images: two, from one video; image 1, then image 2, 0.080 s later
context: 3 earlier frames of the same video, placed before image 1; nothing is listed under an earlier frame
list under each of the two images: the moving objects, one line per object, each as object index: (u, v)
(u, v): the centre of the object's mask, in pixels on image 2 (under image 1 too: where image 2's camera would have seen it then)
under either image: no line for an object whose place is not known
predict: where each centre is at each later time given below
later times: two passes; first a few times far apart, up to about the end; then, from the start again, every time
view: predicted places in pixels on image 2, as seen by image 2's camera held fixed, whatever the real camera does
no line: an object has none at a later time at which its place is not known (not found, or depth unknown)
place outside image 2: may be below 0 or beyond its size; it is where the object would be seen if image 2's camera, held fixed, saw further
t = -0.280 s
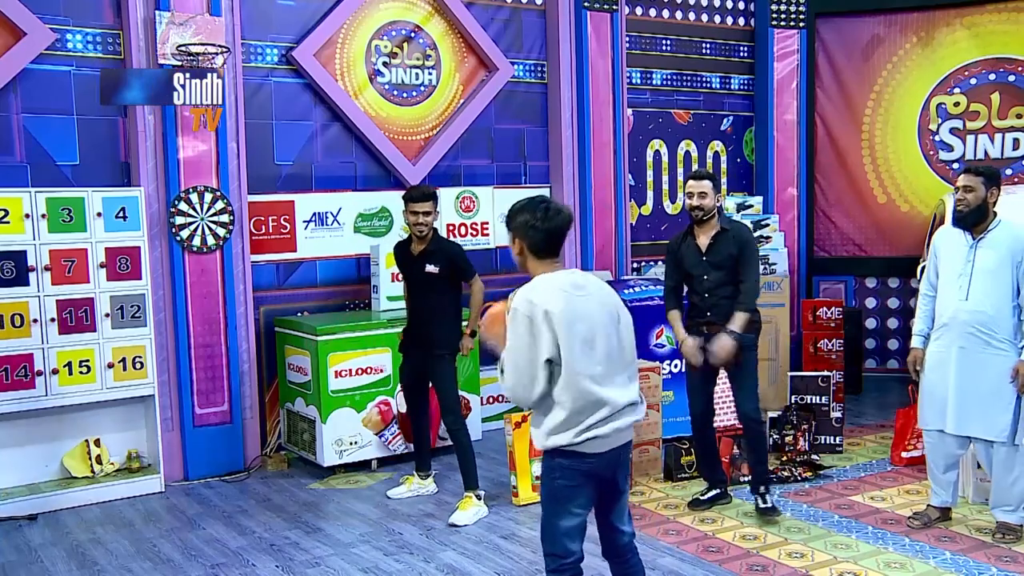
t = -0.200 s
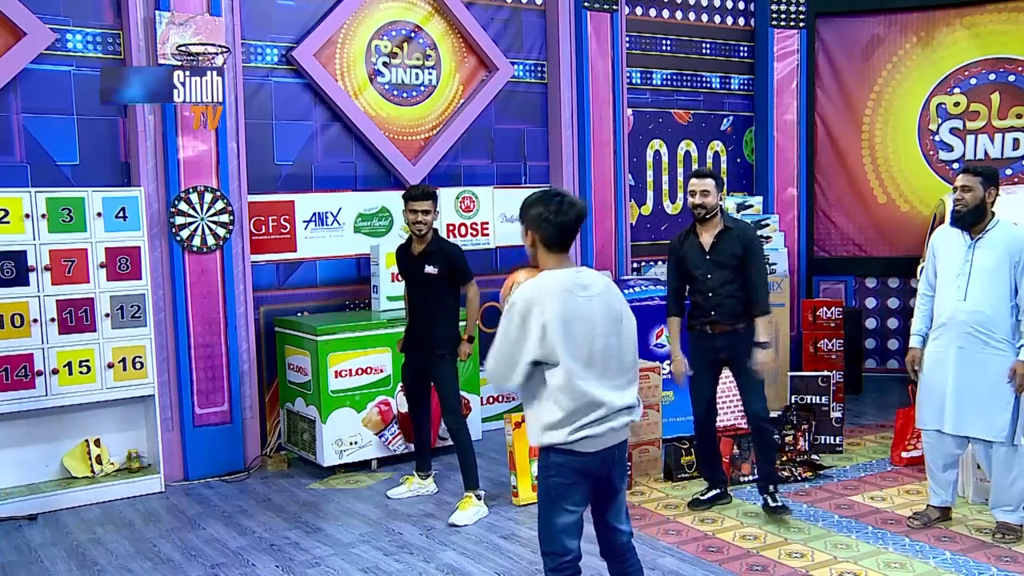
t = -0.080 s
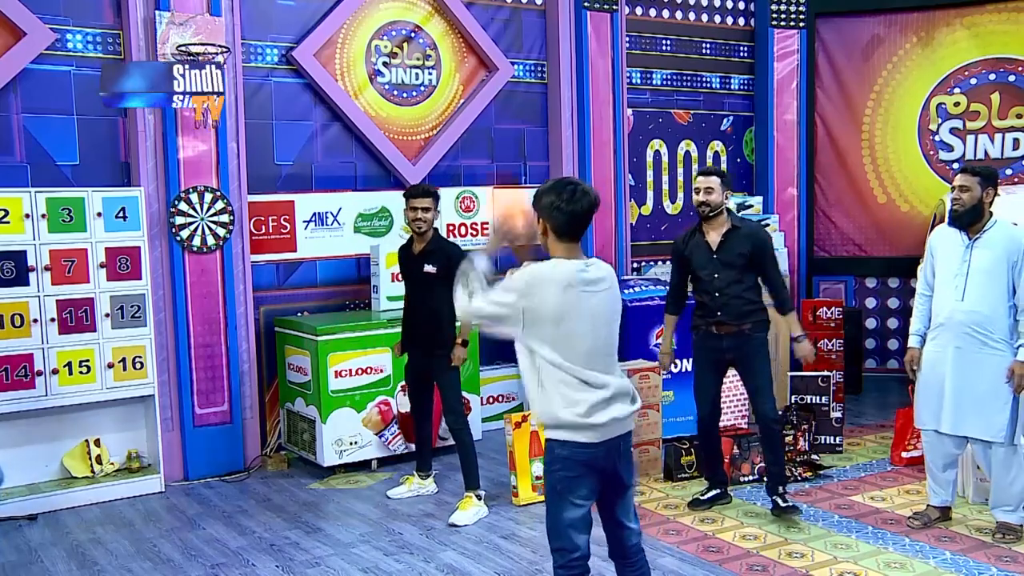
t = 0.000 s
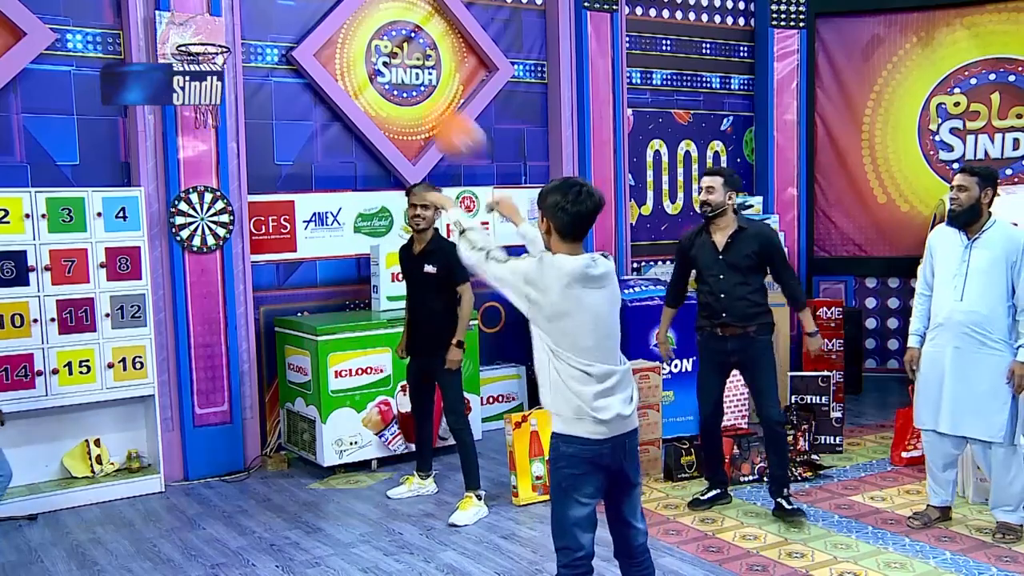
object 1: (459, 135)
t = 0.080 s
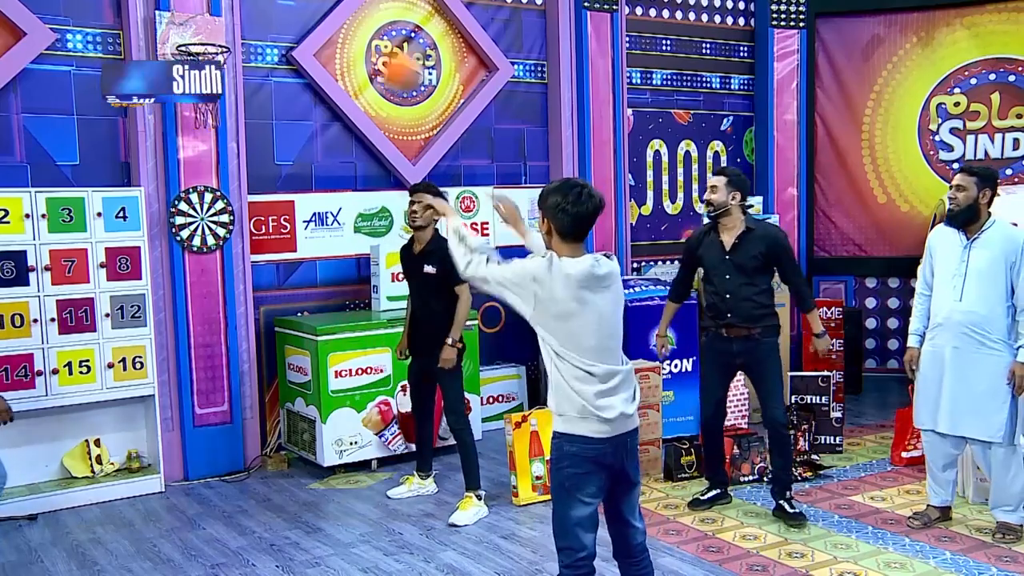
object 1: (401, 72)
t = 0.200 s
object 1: (331, 25)
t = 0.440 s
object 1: (235, 33)
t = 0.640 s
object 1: (239, 106)
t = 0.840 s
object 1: (269, 246)
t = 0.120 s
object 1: (378, 54)
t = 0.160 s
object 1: (351, 36)
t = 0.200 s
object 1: (331, 25)
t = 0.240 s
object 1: (311, 18)
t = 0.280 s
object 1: (294, 16)
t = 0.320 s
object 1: (277, 16)
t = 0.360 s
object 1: (263, 18)
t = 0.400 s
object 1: (249, 25)
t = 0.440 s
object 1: (235, 33)
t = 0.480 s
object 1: (223, 44)
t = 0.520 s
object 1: (222, 54)
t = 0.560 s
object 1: (230, 69)
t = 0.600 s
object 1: (235, 87)
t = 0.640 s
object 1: (239, 106)
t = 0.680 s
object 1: (244, 129)
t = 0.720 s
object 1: (251, 154)
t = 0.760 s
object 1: (256, 181)
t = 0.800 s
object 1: (261, 214)
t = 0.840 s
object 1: (269, 246)
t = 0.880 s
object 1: (275, 289)
